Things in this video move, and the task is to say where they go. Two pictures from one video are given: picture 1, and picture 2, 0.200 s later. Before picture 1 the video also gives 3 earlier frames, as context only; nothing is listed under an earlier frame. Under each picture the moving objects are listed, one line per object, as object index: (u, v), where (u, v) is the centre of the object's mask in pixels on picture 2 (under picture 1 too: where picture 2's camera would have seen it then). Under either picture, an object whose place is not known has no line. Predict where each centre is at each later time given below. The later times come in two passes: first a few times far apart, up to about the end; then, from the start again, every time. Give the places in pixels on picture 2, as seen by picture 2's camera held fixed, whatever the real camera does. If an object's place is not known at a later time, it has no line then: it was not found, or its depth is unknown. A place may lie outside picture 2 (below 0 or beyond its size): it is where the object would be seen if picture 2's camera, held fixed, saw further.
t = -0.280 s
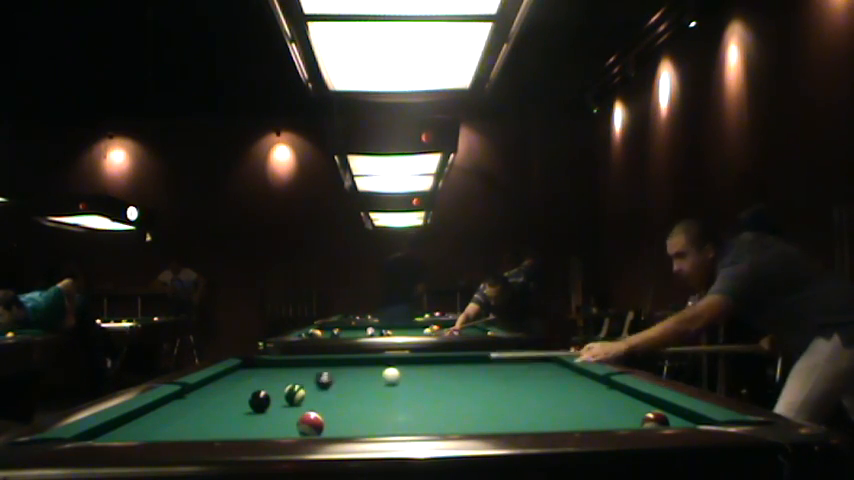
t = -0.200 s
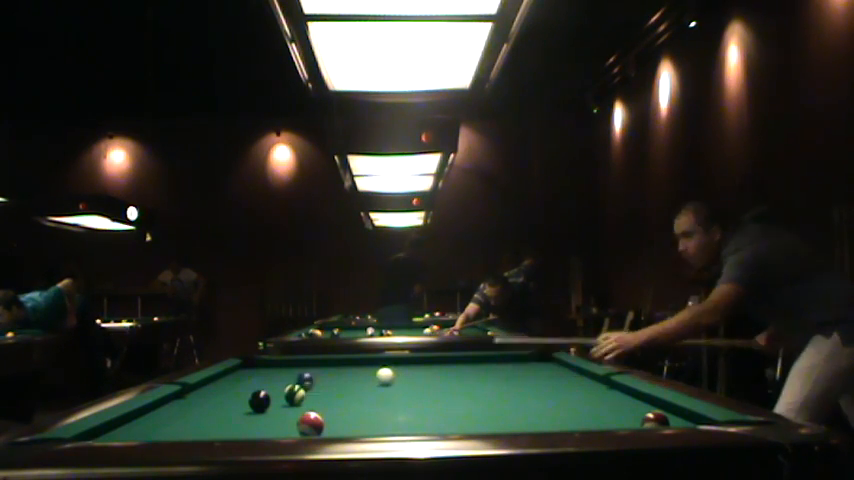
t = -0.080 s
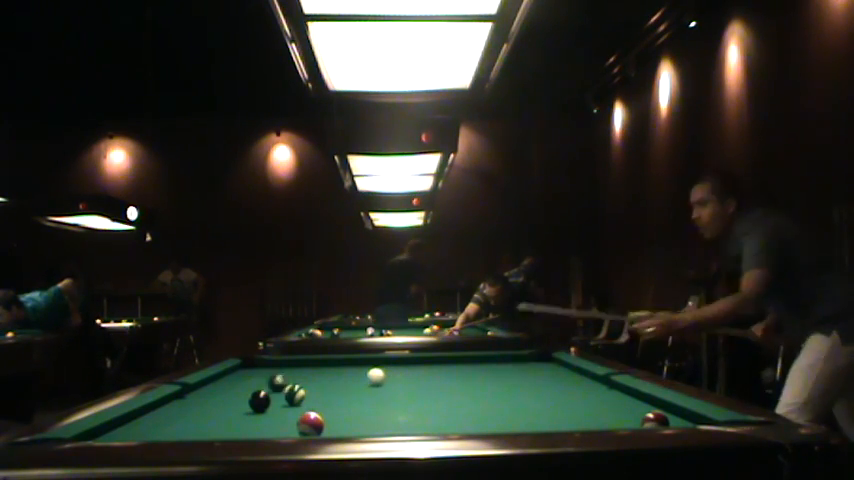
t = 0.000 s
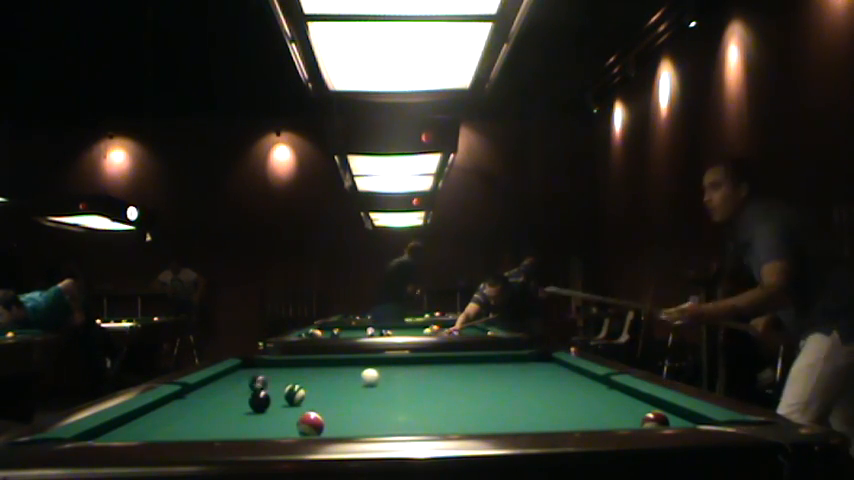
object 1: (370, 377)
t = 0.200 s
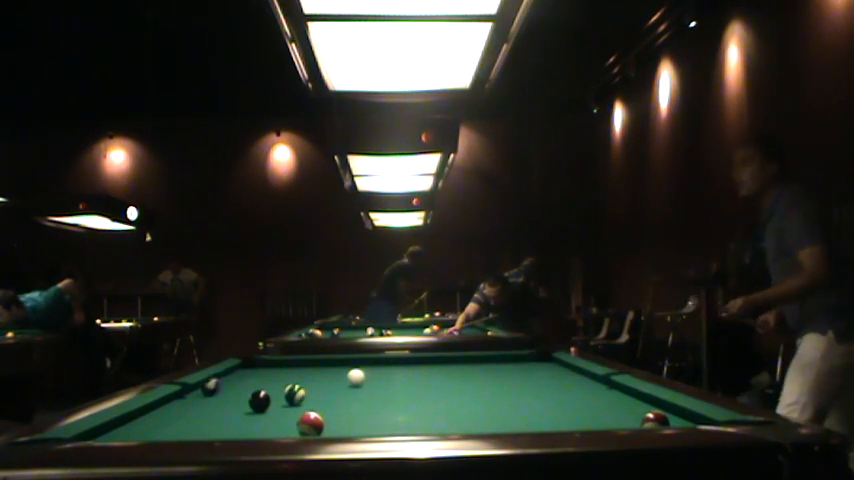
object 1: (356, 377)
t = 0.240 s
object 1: (353, 377)
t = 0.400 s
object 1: (343, 378)
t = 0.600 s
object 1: (330, 378)
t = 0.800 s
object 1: (320, 378)
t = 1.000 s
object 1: (310, 379)
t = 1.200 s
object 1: (301, 378)
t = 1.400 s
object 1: (293, 378)
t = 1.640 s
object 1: (284, 379)
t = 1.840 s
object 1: (279, 380)
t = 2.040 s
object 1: (275, 380)
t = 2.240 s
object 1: (272, 380)
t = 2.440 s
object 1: (271, 380)
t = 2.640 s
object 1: (270, 380)
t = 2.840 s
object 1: (270, 380)
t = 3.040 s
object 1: (270, 380)
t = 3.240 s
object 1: (270, 380)
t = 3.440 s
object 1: (270, 380)
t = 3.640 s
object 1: (270, 380)
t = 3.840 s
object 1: (270, 380)
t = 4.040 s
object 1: (270, 380)
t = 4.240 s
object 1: (270, 380)
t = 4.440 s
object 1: (270, 380)
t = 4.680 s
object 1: (270, 380)
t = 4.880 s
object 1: (270, 380)
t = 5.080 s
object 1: (270, 380)
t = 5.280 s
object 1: (270, 380)
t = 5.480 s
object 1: (270, 380)
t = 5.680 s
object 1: (270, 380)
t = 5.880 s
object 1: (270, 380)
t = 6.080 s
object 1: (270, 380)
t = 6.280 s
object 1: (270, 380)
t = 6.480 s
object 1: (270, 380)
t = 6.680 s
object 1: (270, 380)
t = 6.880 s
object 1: (270, 380)
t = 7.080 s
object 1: (270, 380)
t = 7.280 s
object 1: (270, 380)
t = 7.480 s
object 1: (270, 380)
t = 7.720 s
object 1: (270, 380)
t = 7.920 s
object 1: (270, 380)
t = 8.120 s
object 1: (270, 380)
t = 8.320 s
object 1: (270, 380)
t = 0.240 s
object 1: (353, 377)
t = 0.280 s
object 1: (351, 377)
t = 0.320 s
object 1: (348, 377)
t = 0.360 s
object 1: (345, 377)
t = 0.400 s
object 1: (343, 378)
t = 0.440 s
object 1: (340, 378)
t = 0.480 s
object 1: (338, 378)
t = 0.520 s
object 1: (335, 378)
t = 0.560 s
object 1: (333, 378)
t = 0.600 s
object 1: (330, 378)
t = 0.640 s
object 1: (328, 378)
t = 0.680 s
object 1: (326, 378)
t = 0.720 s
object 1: (324, 379)
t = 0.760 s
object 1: (321, 379)
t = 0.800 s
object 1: (320, 378)
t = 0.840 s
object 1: (318, 379)
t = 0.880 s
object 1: (316, 379)
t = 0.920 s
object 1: (313, 378)
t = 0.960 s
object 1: (311, 379)
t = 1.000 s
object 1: (310, 379)
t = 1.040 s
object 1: (308, 379)
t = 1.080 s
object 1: (306, 379)
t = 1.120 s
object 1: (304, 379)
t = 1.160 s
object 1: (303, 378)
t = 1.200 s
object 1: (301, 378)
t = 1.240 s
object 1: (299, 378)
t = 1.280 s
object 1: (298, 378)
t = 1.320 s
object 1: (296, 377)
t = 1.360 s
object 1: (294, 378)
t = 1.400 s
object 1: (293, 378)
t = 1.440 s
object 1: (291, 378)
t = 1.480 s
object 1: (290, 378)
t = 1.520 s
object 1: (289, 378)
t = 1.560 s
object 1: (287, 378)
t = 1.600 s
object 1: (286, 379)
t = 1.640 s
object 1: (284, 379)
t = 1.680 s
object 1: (283, 379)
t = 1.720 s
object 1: (282, 379)
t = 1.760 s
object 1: (281, 380)
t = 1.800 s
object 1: (280, 380)
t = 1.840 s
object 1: (279, 380)
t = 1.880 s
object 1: (279, 380)
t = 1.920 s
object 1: (278, 380)
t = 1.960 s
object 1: (277, 380)
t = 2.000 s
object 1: (276, 380)
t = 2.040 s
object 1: (275, 380)
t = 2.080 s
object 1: (275, 380)
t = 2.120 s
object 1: (274, 380)
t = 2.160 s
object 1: (273, 380)
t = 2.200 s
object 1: (273, 380)
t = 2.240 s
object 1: (272, 380)
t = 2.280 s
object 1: (272, 380)
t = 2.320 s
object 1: (272, 380)
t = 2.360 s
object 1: (271, 380)
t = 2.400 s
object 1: (271, 380)
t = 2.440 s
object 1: (271, 380)
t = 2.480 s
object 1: (270, 380)
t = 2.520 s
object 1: (270, 380)
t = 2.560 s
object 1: (270, 380)
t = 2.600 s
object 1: (270, 380)
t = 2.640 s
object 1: (270, 380)
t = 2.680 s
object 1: (270, 380)
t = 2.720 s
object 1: (270, 380)
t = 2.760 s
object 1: (270, 380)
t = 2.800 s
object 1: (270, 380)
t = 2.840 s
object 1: (270, 380)
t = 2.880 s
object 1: (270, 380)
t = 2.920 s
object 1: (270, 380)
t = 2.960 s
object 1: (270, 380)
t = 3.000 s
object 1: (270, 380)
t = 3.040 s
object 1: (270, 380)
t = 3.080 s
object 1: (270, 380)
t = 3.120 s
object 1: (270, 380)
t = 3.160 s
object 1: (270, 380)
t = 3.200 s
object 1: (270, 380)
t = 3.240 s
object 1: (270, 380)
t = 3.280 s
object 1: (270, 380)
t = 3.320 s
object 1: (270, 380)
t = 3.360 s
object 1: (270, 380)
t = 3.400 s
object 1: (270, 380)
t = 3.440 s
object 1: (270, 380)
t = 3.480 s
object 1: (270, 380)
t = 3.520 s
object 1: (270, 380)
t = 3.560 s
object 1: (270, 380)
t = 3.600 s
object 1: (270, 380)
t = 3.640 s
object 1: (270, 380)
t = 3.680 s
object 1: (270, 380)
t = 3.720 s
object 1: (270, 380)
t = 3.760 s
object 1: (270, 380)
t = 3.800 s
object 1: (270, 380)
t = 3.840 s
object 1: (270, 380)
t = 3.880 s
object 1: (270, 380)
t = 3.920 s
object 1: (270, 380)
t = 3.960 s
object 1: (270, 380)
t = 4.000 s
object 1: (270, 380)
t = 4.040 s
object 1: (270, 380)
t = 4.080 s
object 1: (270, 380)
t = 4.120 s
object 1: (270, 380)
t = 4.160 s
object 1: (270, 380)
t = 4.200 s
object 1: (270, 380)
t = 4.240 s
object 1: (270, 380)
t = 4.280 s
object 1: (270, 380)
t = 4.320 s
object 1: (270, 380)
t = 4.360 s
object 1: (270, 380)
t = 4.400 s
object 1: (270, 380)
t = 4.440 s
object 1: (270, 380)
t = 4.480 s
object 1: (270, 380)
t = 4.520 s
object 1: (270, 380)
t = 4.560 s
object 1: (270, 380)
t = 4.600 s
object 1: (270, 380)
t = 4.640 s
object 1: (270, 380)
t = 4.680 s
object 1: (270, 380)
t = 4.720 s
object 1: (270, 380)
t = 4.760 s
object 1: (270, 380)
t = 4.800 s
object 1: (270, 380)
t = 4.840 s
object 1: (270, 380)
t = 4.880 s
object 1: (270, 380)
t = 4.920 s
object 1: (270, 380)
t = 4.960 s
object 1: (270, 380)
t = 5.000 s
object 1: (270, 380)
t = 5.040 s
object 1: (270, 380)
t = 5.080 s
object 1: (270, 380)
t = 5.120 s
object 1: (270, 380)
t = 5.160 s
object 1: (270, 380)
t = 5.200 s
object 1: (270, 380)
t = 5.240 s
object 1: (270, 380)
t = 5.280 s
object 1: (270, 380)
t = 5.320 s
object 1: (270, 380)
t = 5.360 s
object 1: (270, 380)
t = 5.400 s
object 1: (270, 380)
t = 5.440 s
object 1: (270, 380)
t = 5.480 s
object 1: (270, 380)
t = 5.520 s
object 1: (270, 380)
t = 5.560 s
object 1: (270, 380)
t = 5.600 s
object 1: (270, 380)
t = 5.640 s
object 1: (270, 380)
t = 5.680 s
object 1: (270, 380)
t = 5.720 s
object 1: (270, 380)
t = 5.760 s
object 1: (270, 380)
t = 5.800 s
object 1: (270, 380)
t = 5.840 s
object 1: (270, 380)
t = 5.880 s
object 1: (270, 380)
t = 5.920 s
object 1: (270, 380)
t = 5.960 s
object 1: (270, 380)
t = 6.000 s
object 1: (270, 380)
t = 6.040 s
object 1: (270, 380)
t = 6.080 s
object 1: (270, 380)
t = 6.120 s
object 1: (270, 380)
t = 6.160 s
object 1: (270, 380)
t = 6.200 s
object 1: (270, 380)
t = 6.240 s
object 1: (270, 380)
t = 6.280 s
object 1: (270, 380)
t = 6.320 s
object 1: (270, 380)
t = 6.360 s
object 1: (270, 380)
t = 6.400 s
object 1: (270, 380)
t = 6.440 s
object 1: (270, 380)
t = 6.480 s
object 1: (270, 380)
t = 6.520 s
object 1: (270, 380)
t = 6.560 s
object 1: (270, 380)
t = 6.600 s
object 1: (270, 380)
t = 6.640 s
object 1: (270, 380)
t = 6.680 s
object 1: (270, 380)
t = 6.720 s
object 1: (270, 380)
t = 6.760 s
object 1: (270, 380)
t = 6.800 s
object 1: (270, 380)
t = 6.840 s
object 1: (270, 380)
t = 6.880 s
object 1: (270, 380)
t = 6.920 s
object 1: (270, 380)
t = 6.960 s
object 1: (270, 380)
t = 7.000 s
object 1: (270, 380)
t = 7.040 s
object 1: (270, 380)
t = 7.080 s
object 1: (270, 380)
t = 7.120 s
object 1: (270, 380)
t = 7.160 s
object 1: (270, 380)
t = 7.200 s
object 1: (270, 380)
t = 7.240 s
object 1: (270, 380)
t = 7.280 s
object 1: (270, 380)
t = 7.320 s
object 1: (270, 380)
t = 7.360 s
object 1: (270, 380)
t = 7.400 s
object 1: (270, 380)
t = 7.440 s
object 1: (270, 380)
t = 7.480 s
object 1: (270, 380)
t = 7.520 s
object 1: (270, 380)
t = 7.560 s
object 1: (270, 380)
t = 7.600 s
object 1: (270, 380)
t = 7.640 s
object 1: (270, 380)
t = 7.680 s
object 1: (270, 380)
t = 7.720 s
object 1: (270, 380)
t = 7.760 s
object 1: (270, 380)
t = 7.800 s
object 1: (270, 380)
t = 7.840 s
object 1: (270, 380)
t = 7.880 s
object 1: (270, 380)
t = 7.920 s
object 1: (270, 380)
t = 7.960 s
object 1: (270, 380)
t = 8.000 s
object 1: (270, 380)
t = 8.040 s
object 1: (270, 380)
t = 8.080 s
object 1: (270, 381)
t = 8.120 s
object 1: (270, 380)
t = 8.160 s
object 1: (270, 380)
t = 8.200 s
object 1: (270, 380)
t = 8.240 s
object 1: (270, 380)
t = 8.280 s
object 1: (270, 380)
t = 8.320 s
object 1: (270, 380)
